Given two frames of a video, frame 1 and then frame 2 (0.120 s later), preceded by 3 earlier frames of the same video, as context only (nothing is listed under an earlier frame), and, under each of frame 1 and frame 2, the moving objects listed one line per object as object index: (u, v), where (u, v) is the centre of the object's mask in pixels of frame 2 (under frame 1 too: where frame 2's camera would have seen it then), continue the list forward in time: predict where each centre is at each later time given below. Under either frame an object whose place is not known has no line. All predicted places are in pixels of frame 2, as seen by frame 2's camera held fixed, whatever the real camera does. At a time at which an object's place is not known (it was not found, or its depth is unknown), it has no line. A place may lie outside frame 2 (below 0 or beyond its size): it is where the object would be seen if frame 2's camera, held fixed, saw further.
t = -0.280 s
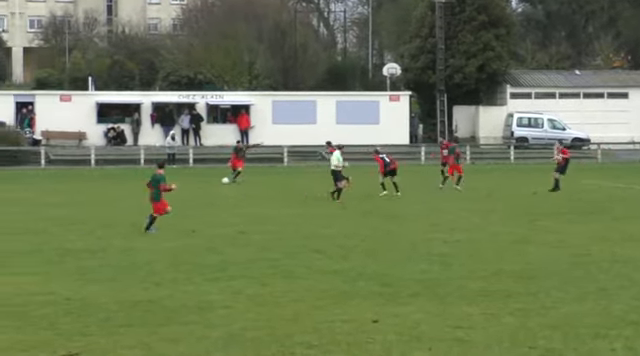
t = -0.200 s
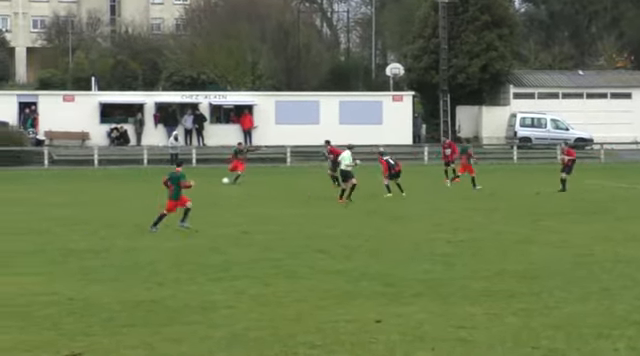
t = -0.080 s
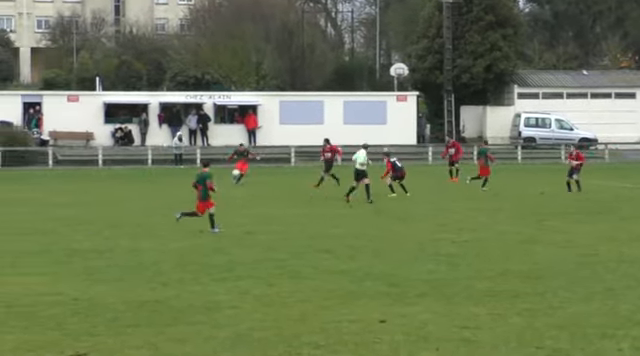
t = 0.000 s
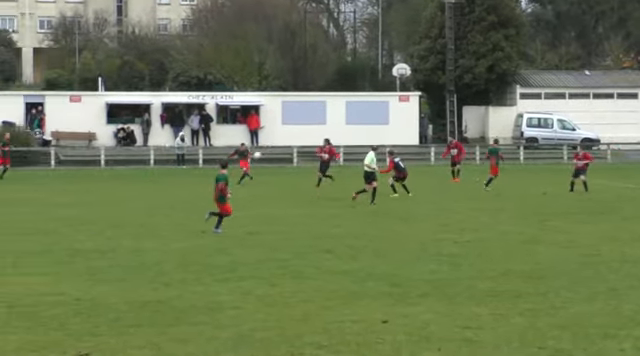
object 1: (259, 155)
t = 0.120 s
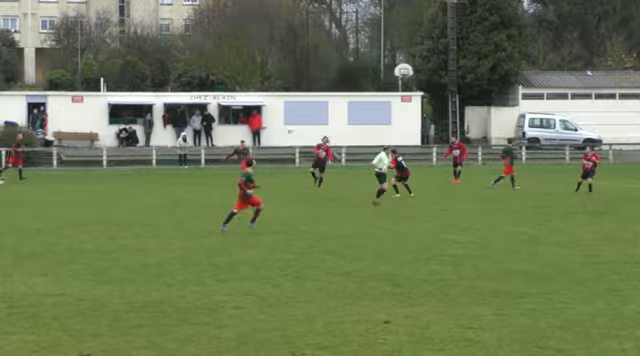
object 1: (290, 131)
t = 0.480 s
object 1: (391, 58)
